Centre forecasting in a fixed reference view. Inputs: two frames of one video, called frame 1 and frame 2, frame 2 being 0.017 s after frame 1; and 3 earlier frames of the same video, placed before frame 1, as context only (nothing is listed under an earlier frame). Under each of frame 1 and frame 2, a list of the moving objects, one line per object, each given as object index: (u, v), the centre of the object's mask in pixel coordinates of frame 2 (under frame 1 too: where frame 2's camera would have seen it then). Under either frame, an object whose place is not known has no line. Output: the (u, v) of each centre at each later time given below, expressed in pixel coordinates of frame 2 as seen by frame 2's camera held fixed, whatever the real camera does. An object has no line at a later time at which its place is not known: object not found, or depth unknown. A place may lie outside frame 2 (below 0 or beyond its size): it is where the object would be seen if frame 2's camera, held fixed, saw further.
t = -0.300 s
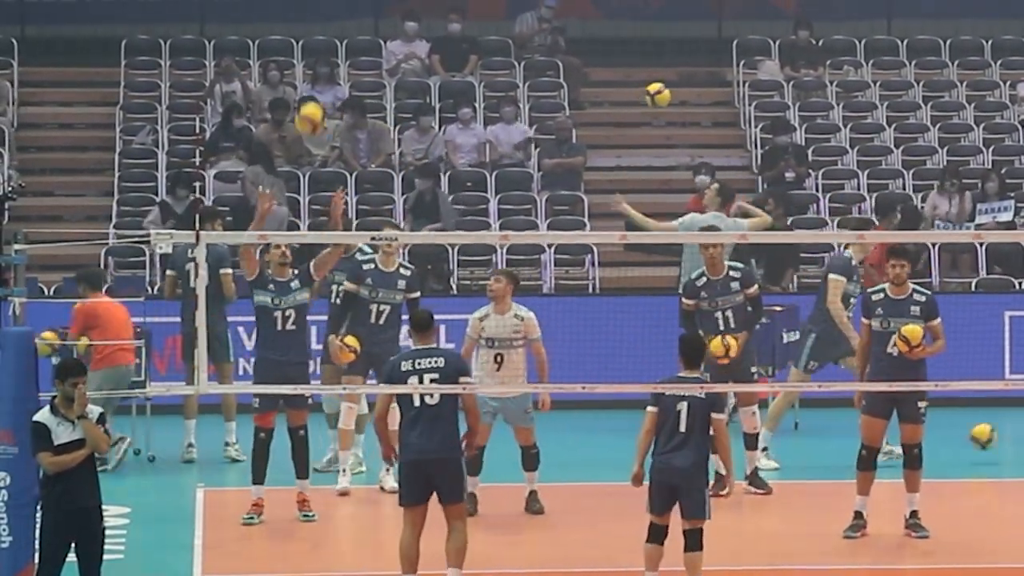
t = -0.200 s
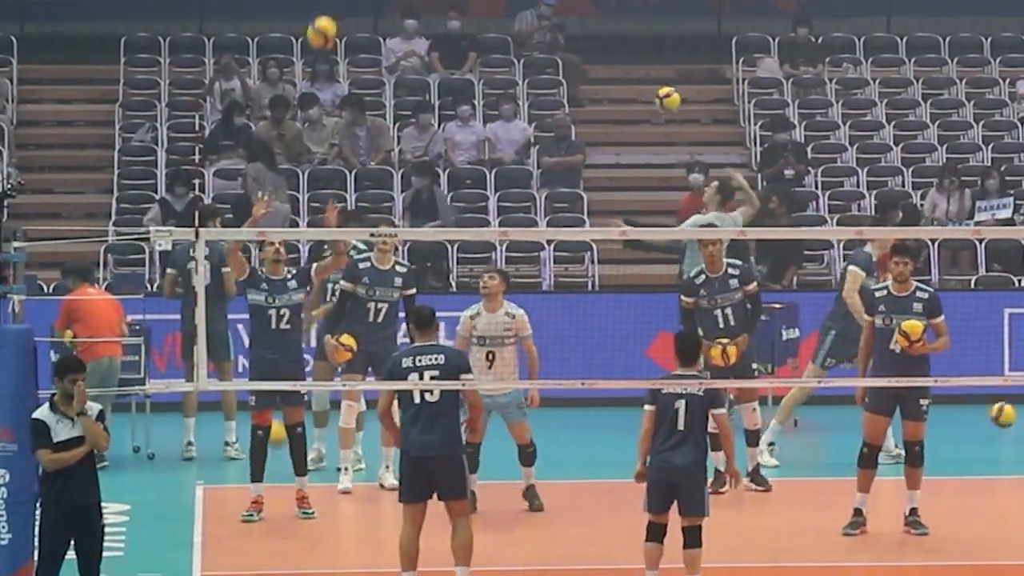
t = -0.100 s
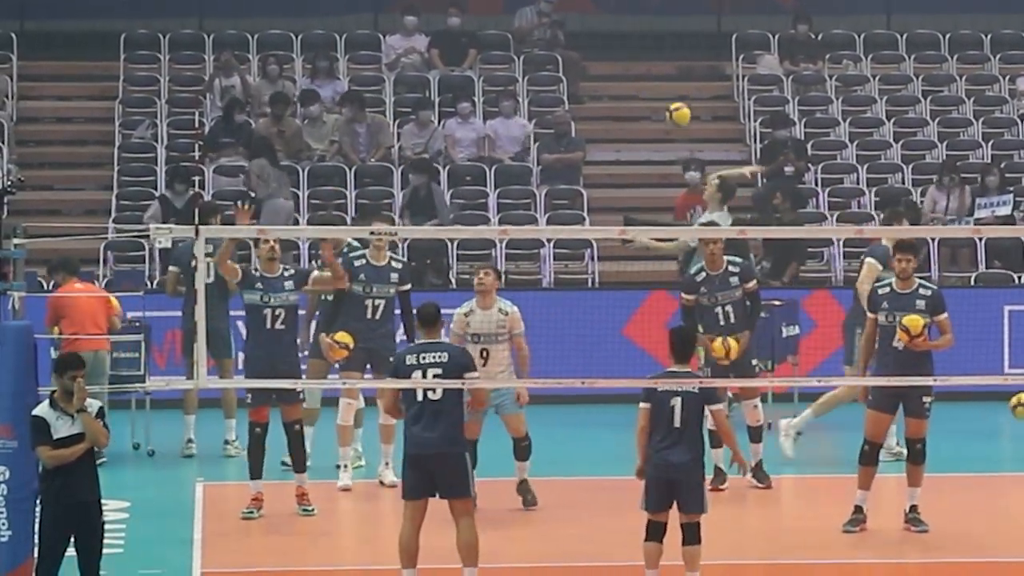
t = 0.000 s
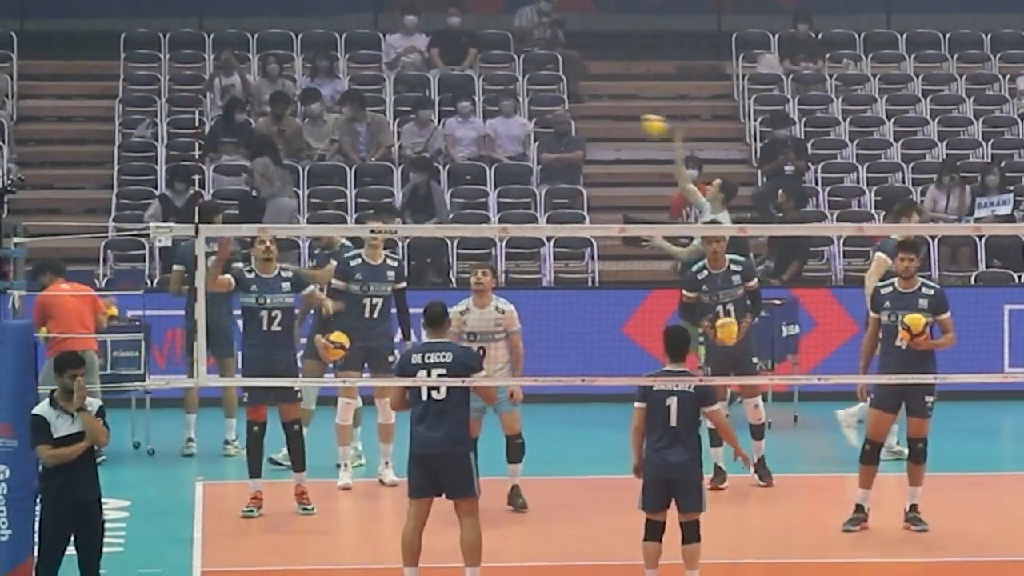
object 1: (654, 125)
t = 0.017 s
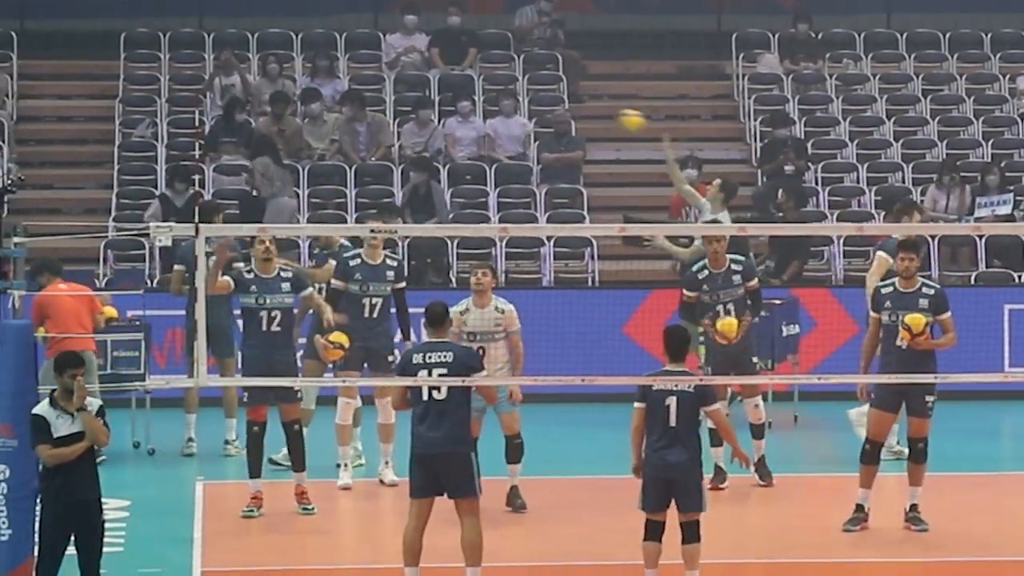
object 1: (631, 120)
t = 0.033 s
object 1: (610, 115)
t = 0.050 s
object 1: (588, 111)
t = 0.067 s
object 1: (565, 108)
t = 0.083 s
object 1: (542, 104)
